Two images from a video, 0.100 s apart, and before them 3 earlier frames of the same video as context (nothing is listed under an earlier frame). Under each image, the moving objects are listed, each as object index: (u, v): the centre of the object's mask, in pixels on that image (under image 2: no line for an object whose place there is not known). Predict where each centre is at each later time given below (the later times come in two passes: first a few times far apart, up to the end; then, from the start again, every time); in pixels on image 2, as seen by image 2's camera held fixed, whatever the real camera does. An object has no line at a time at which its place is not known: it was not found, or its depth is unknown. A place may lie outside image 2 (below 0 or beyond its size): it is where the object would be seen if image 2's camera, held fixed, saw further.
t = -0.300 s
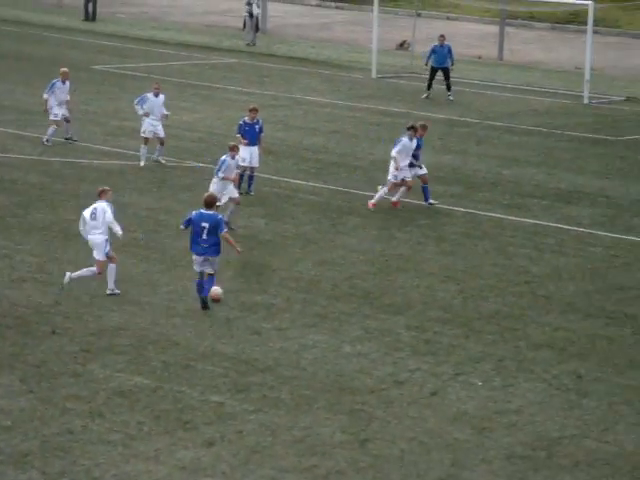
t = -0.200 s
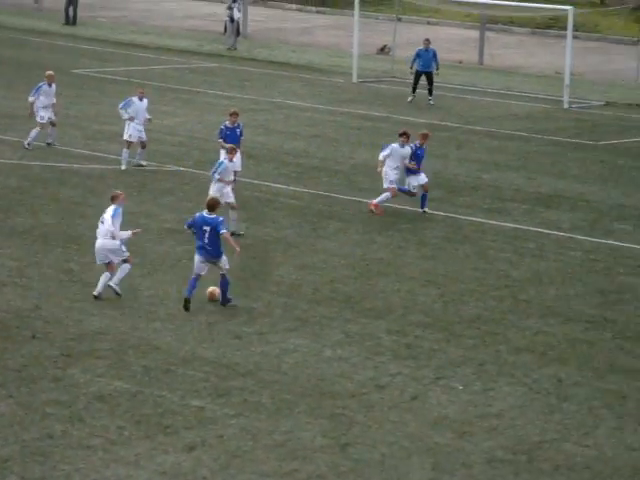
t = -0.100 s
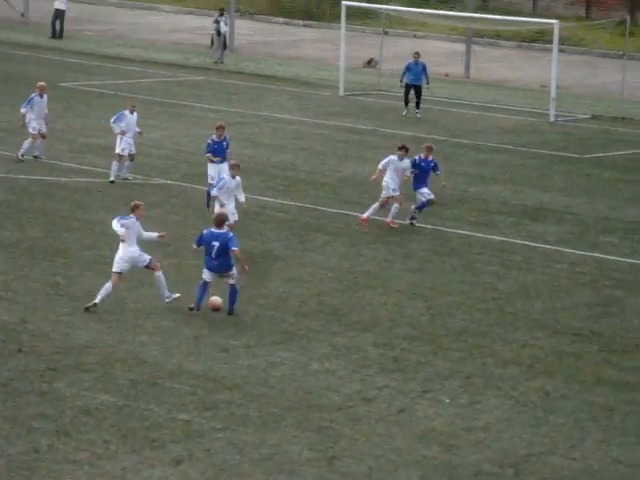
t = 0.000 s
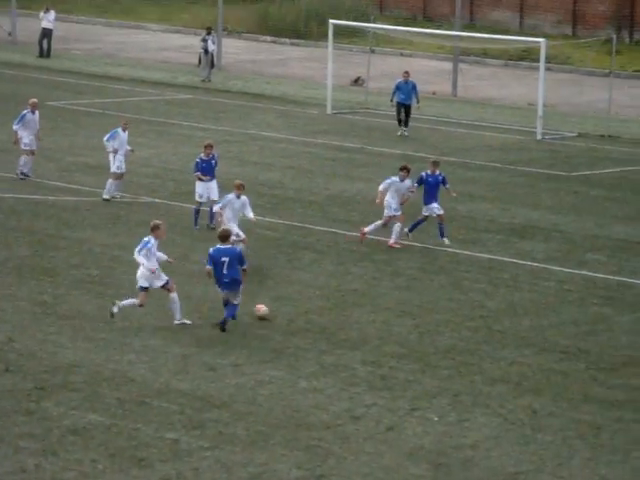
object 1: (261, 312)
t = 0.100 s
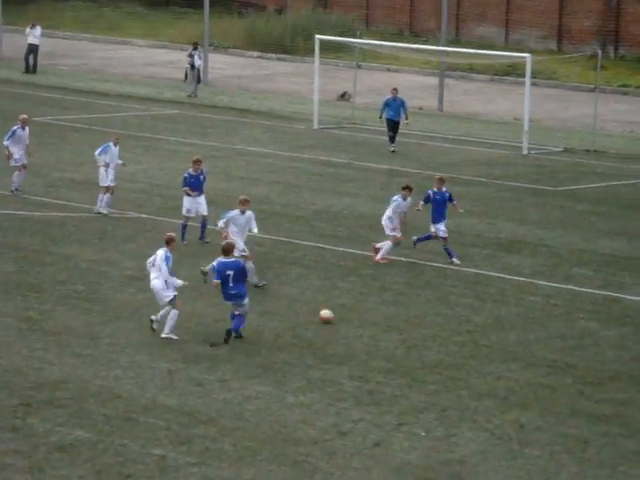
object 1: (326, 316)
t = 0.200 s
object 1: (393, 305)
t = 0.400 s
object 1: (510, 291)
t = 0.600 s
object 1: (601, 278)
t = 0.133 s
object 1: (349, 312)
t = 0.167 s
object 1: (372, 309)
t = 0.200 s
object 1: (393, 305)
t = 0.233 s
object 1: (415, 303)
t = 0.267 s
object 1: (435, 301)
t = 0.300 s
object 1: (455, 297)
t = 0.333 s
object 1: (473, 295)
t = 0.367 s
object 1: (491, 293)
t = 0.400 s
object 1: (510, 291)
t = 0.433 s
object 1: (526, 289)
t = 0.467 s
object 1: (542, 286)
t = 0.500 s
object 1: (558, 284)
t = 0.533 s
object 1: (573, 283)
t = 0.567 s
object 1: (587, 280)
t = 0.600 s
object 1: (601, 278)
